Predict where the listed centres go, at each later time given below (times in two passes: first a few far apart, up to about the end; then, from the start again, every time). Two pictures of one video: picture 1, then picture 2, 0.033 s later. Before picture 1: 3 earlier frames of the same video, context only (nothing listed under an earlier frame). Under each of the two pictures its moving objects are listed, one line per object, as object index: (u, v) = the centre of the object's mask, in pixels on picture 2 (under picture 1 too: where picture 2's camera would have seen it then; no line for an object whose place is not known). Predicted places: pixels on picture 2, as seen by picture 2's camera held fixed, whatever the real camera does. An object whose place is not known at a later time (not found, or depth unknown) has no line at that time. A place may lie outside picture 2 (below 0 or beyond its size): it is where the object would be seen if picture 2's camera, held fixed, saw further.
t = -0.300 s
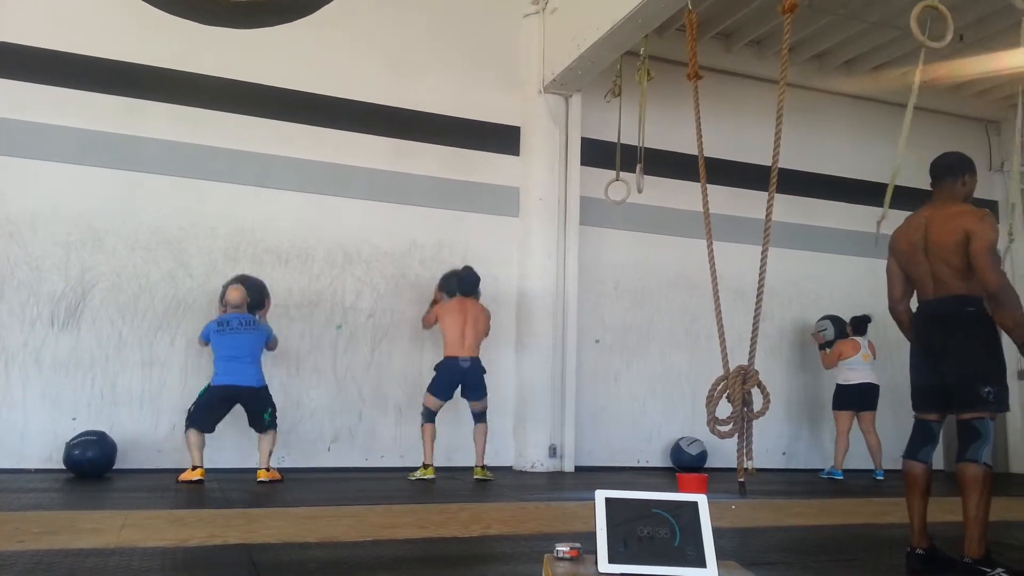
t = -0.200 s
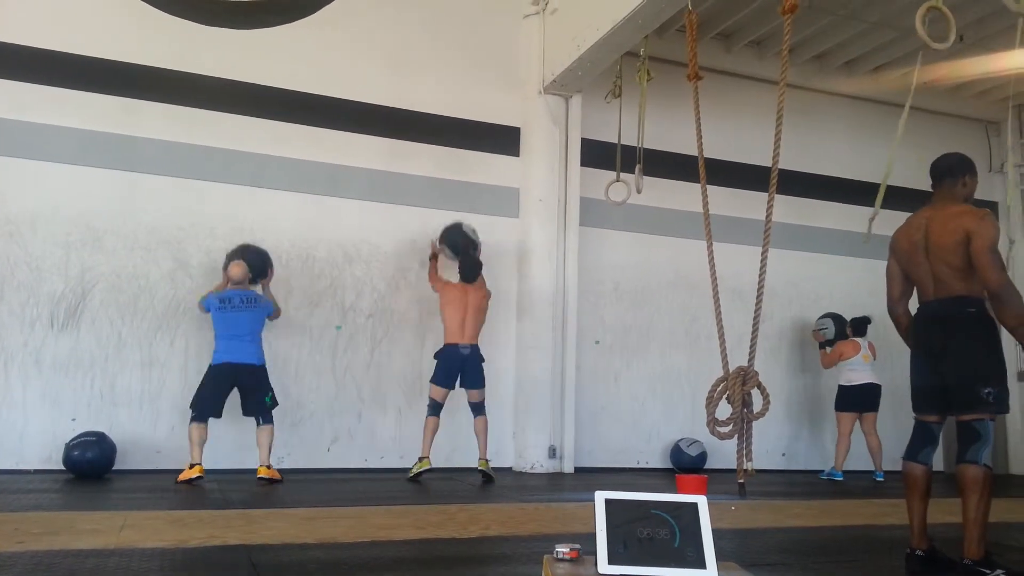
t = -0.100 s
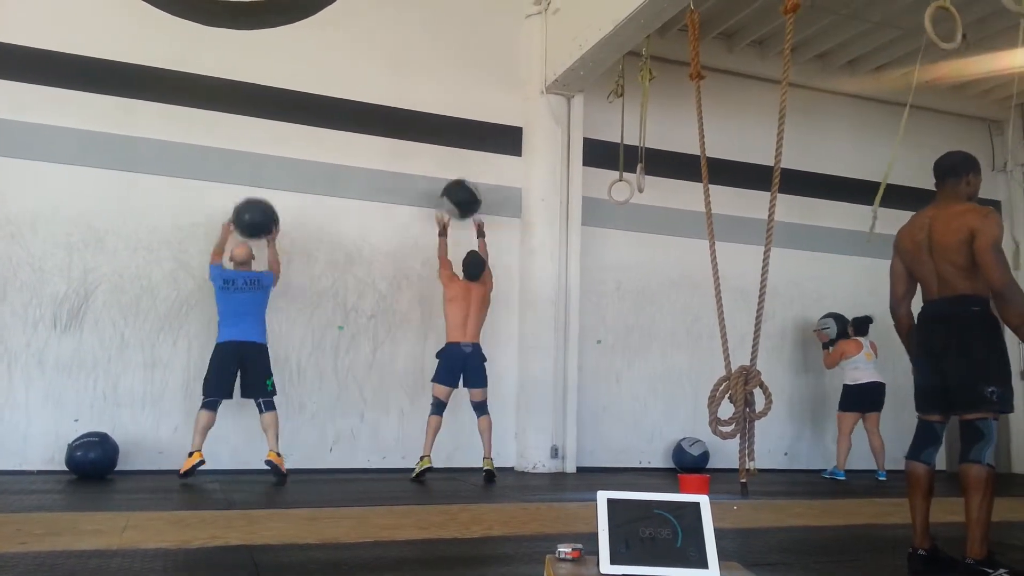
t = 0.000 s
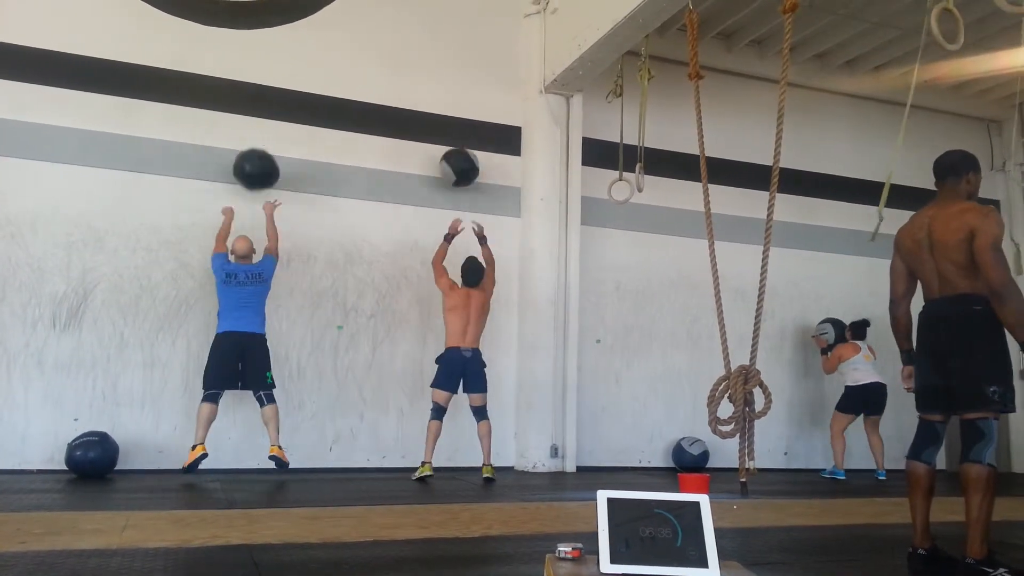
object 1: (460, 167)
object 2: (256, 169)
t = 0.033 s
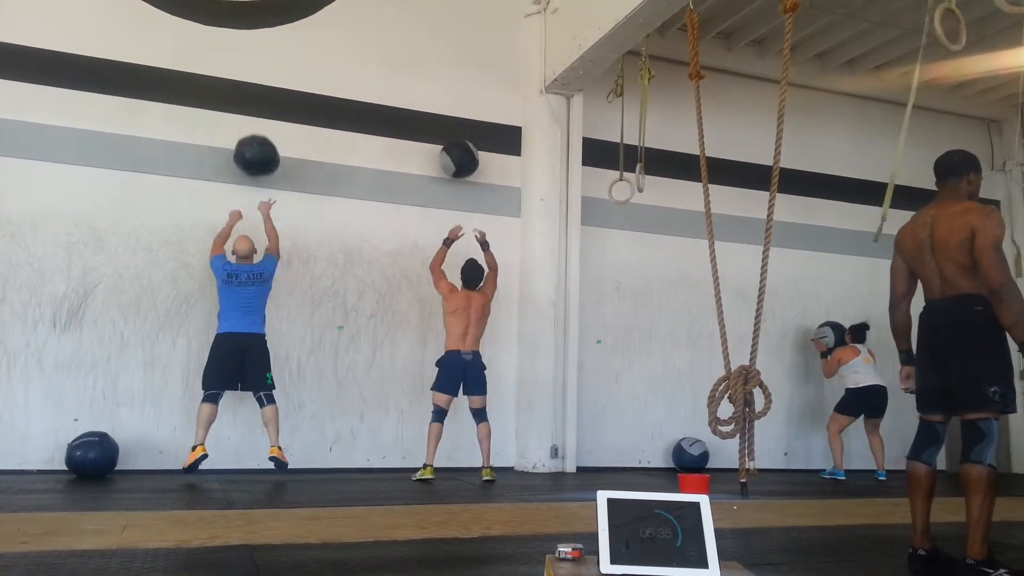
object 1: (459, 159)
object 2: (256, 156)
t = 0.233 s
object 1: (459, 134)
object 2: (256, 102)
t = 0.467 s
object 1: (463, 153)
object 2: (252, 96)
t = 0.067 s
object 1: (459, 153)
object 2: (256, 143)
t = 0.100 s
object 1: (459, 147)
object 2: (257, 134)
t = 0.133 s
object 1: (458, 143)
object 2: (257, 124)
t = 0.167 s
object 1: (457, 140)
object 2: (257, 116)
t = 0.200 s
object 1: (458, 136)
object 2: (256, 109)
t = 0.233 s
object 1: (459, 134)
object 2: (256, 102)
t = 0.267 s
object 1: (458, 133)
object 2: (256, 97)
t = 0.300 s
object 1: (460, 133)
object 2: (255, 95)
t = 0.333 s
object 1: (461, 134)
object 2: (254, 94)
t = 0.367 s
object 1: (461, 137)
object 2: (253, 94)
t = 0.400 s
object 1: (461, 142)
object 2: (253, 94)
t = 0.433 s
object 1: (462, 147)
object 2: (252, 95)
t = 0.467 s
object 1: (463, 153)
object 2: (252, 96)
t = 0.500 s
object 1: (464, 160)
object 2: (252, 99)
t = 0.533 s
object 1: (464, 169)
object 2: (252, 103)
